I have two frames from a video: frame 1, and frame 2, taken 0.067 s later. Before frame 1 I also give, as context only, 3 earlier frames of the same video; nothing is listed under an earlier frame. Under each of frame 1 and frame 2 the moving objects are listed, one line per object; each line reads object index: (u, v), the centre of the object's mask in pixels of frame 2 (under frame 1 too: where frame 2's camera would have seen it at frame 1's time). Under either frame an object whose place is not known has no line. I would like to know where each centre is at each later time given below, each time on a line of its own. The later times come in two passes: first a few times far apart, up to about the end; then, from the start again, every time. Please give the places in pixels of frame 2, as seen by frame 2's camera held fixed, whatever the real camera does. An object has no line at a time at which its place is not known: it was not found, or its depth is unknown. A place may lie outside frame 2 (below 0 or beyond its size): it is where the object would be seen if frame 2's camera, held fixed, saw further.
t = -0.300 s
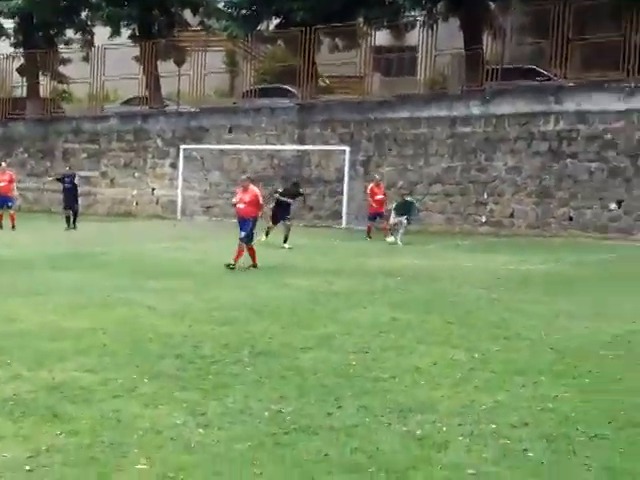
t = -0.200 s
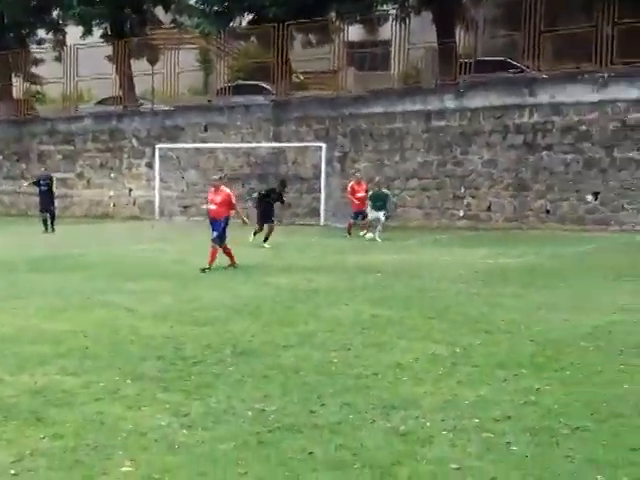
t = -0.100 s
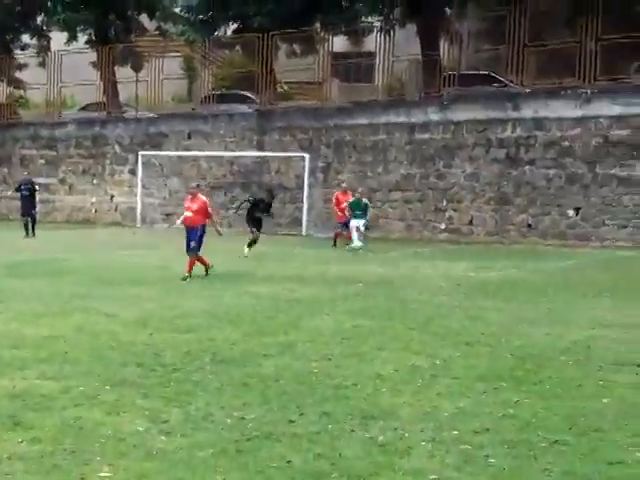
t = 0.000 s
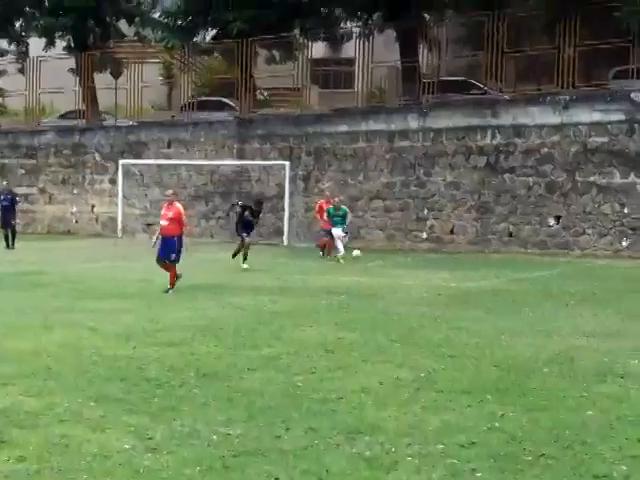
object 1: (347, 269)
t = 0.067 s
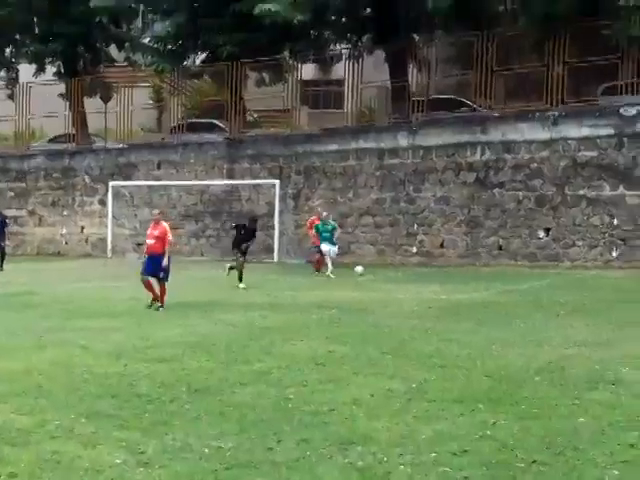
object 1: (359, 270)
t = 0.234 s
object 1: (394, 283)
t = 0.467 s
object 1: (448, 288)
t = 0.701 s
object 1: (509, 307)
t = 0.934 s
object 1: (566, 319)
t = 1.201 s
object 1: (640, 333)
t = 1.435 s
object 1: (718, 337)
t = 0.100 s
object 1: (366, 272)
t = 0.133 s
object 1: (373, 274)
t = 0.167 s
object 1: (379, 276)
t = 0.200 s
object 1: (387, 279)
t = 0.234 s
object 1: (394, 283)
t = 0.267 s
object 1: (402, 289)
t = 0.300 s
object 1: (411, 291)
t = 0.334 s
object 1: (418, 290)
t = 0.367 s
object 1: (426, 288)
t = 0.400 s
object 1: (433, 287)
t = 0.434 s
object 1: (440, 288)
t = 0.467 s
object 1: (448, 288)
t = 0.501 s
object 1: (457, 290)
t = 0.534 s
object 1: (466, 292)
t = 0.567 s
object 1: (474, 295)
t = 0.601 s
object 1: (483, 299)
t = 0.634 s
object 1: (492, 305)
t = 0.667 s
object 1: (501, 307)
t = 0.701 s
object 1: (509, 307)
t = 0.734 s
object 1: (516, 308)
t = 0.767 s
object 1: (524, 306)
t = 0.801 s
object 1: (532, 307)
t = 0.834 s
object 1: (541, 309)
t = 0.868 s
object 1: (549, 312)
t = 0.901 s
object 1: (557, 316)
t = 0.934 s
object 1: (566, 319)
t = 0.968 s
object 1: (575, 320)
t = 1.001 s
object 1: (584, 319)
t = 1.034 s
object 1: (592, 319)
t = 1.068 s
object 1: (601, 321)
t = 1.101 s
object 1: (611, 323)
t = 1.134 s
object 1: (620, 325)
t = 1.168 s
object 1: (631, 330)
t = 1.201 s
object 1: (640, 333)
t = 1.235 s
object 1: (651, 332)
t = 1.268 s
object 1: (661, 330)
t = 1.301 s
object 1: (671, 329)
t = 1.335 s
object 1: (682, 330)
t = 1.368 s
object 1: (694, 331)
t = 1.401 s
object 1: (706, 333)
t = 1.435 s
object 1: (718, 337)
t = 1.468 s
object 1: (731, 341)
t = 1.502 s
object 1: (744, 348)
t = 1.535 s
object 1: (757, 352)
